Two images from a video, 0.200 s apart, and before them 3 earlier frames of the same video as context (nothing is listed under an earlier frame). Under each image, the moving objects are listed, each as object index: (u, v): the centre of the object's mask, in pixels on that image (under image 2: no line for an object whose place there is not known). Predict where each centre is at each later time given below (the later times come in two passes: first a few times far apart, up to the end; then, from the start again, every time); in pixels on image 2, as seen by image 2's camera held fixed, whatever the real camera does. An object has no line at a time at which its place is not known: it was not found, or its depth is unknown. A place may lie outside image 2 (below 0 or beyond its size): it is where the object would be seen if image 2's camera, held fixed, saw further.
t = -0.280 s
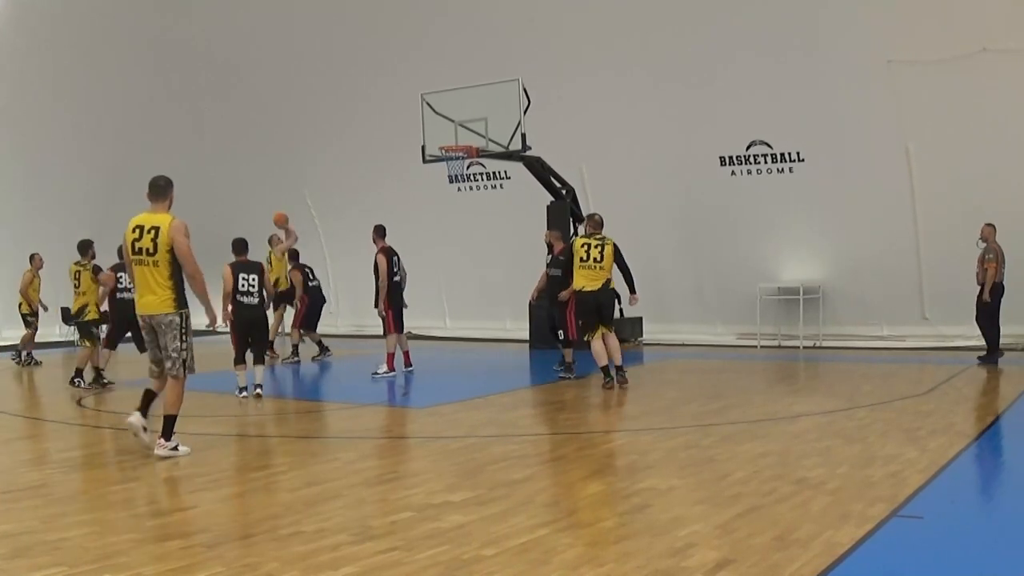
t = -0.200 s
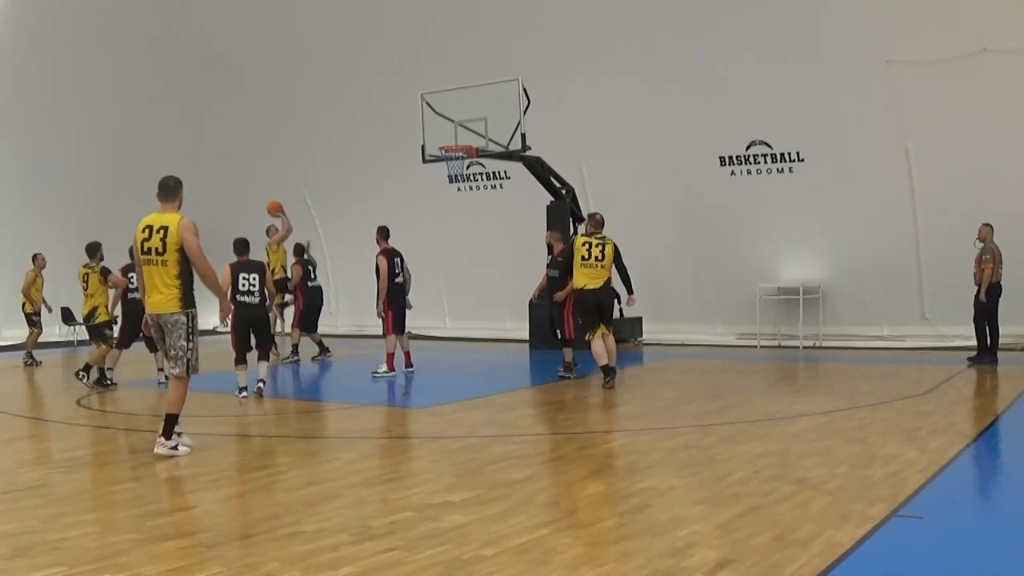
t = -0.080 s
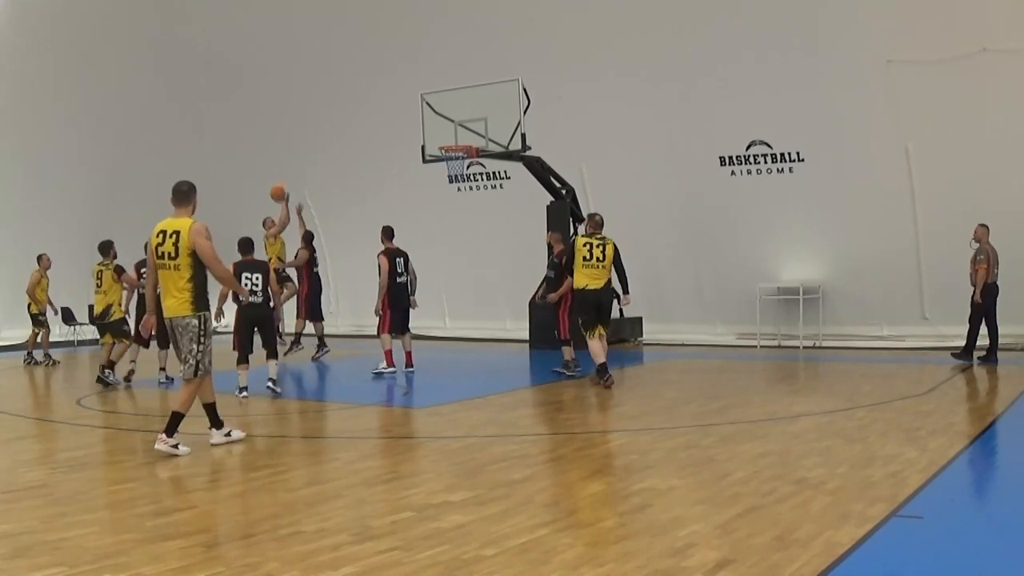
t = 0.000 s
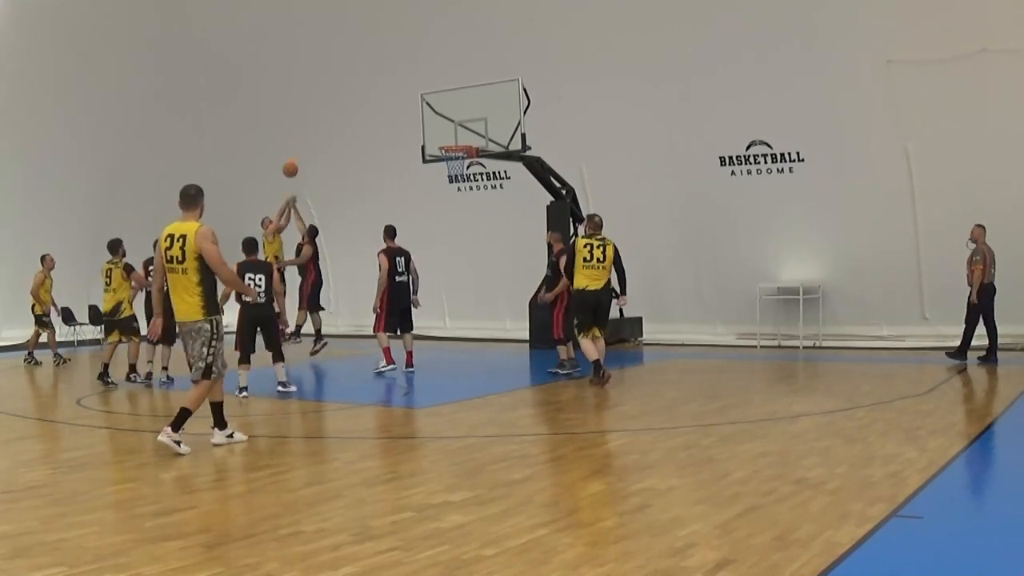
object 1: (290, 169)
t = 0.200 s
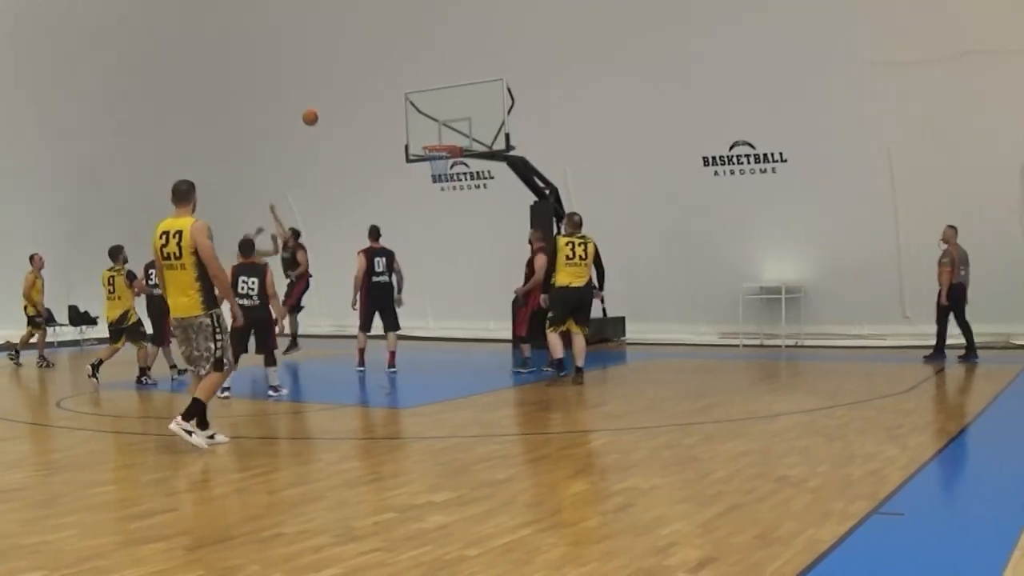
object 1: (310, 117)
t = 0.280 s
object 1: (326, 104)
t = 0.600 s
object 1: (391, 90)
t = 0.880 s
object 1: (452, 133)
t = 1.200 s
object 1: (497, 108)
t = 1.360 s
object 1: (520, 116)
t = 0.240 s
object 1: (318, 110)
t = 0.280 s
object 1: (326, 104)
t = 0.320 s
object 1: (334, 99)
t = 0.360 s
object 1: (342, 95)
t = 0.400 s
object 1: (350, 91)
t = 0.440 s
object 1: (359, 89)
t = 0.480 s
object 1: (366, 88)
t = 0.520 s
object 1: (375, 87)
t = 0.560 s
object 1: (383, 88)
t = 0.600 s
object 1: (391, 90)
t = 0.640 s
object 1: (400, 93)
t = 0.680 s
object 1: (408, 96)
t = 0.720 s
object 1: (418, 102)
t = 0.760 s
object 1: (426, 108)
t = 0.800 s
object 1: (434, 115)
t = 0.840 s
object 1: (443, 124)
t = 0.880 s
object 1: (452, 133)
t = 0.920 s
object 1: (459, 136)
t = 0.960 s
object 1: (465, 128)
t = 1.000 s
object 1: (470, 122)
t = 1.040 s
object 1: (475, 117)
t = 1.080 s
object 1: (480, 113)
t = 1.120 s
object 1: (486, 110)
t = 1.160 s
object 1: (492, 109)
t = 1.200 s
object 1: (497, 108)
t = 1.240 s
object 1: (502, 109)
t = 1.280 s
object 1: (508, 110)
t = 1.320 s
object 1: (514, 113)
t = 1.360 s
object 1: (520, 116)
